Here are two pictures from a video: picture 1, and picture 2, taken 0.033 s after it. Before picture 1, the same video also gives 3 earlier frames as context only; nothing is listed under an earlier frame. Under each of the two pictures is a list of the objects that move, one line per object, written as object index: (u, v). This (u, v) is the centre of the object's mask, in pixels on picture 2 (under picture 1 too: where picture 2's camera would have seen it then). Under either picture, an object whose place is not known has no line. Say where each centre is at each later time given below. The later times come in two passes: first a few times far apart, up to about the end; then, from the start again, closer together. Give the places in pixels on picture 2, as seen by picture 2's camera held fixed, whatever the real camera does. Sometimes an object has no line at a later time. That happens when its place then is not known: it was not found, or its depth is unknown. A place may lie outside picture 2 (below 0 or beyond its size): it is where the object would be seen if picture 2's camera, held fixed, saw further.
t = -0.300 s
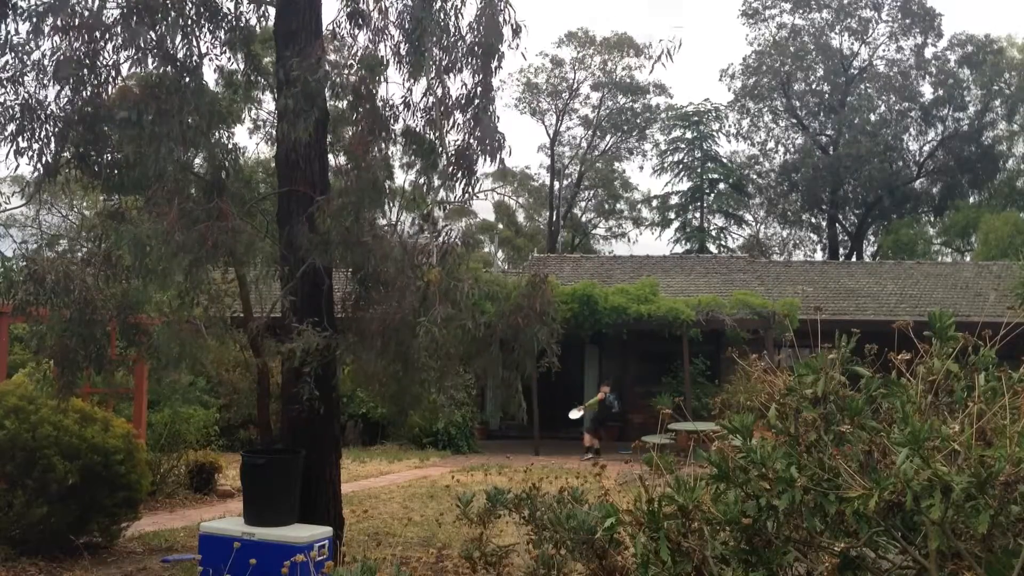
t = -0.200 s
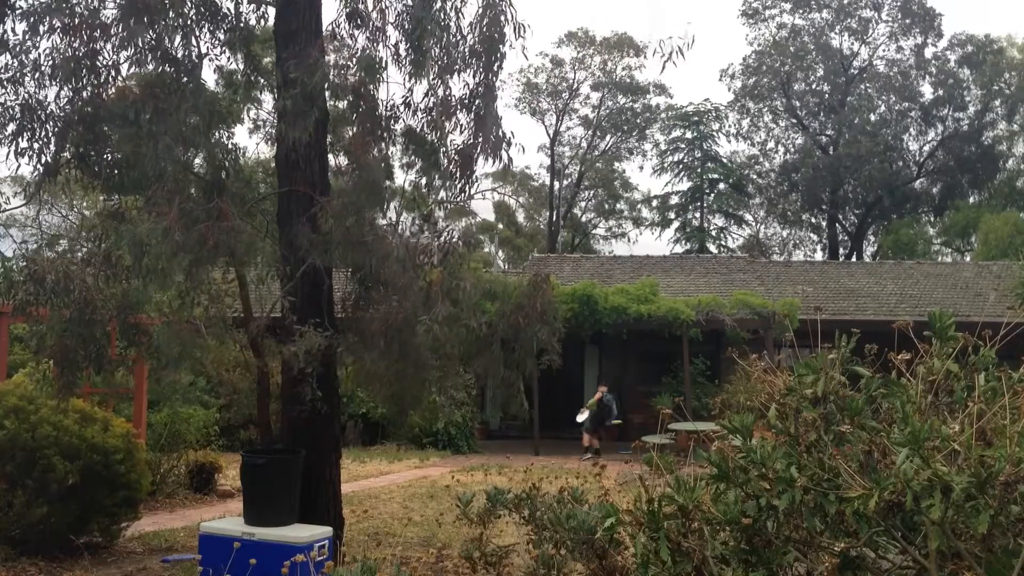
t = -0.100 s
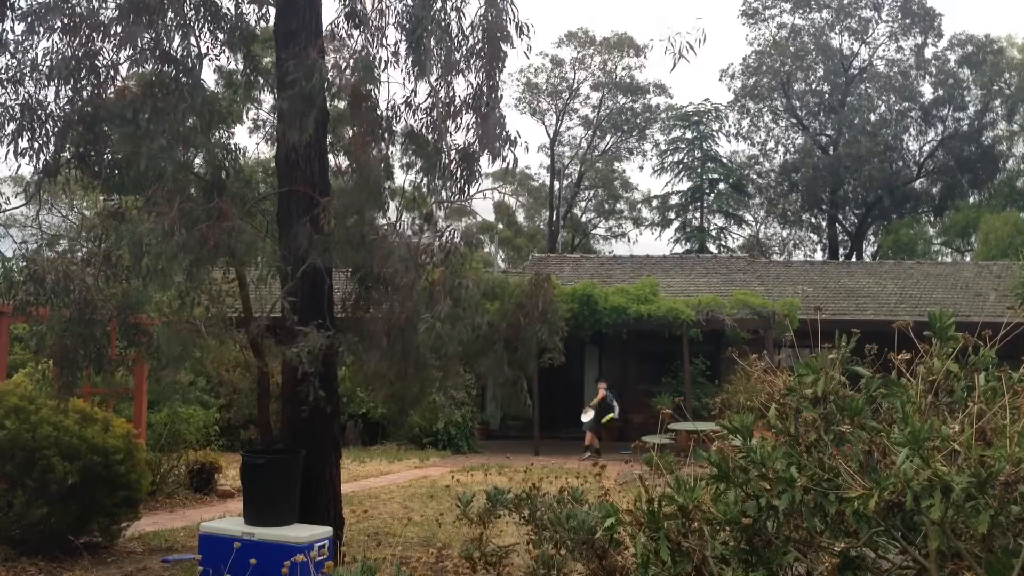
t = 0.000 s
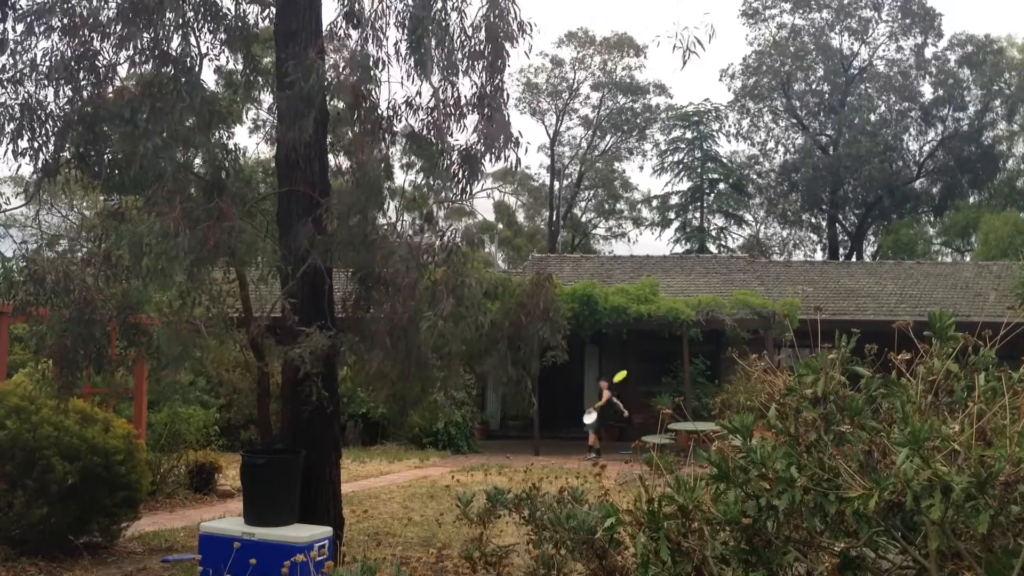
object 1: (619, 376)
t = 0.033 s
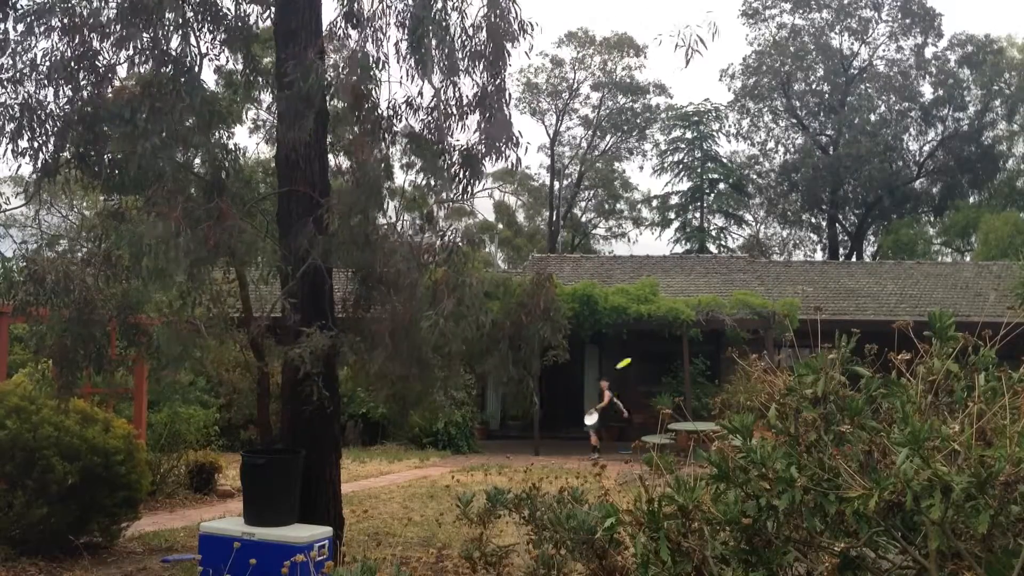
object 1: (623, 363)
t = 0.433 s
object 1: (671, 228)
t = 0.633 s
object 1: (689, 170)
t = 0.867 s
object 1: (697, 103)
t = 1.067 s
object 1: (689, 53)
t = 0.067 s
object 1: (628, 350)
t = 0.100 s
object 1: (632, 337)
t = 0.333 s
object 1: (660, 258)
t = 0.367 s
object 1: (662, 249)
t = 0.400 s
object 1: (667, 238)
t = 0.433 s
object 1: (671, 228)
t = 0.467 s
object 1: (674, 219)
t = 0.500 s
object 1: (678, 209)
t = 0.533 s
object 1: (681, 199)
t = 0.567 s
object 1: (684, 190)
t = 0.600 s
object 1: (687, 180)
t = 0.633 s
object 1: (689, 170)
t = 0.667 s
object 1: (691, 161)
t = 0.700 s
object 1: (693, 151)
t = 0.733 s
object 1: (694, 142)
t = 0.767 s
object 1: (695, 132)
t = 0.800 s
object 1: (695, 122)
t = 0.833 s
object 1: (696, 112)
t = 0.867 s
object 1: (697, 103)
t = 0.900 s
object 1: (696, 95)
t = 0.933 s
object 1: (696, 86)
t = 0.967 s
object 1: (695, 78)
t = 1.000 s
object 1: (694, 69)
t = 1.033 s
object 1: (692, 61)
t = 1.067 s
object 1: (689, 53)
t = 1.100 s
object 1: (686, 45)
